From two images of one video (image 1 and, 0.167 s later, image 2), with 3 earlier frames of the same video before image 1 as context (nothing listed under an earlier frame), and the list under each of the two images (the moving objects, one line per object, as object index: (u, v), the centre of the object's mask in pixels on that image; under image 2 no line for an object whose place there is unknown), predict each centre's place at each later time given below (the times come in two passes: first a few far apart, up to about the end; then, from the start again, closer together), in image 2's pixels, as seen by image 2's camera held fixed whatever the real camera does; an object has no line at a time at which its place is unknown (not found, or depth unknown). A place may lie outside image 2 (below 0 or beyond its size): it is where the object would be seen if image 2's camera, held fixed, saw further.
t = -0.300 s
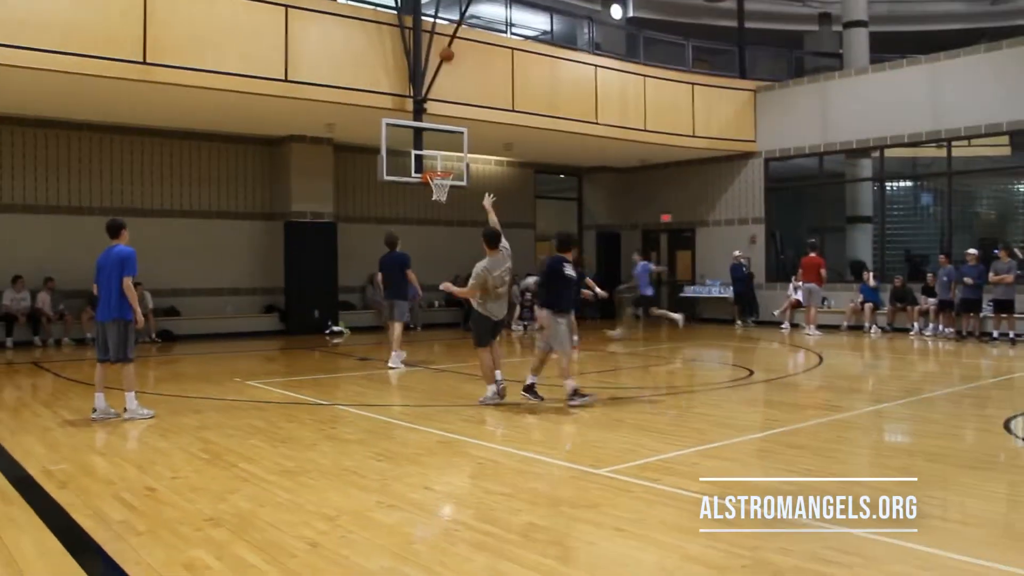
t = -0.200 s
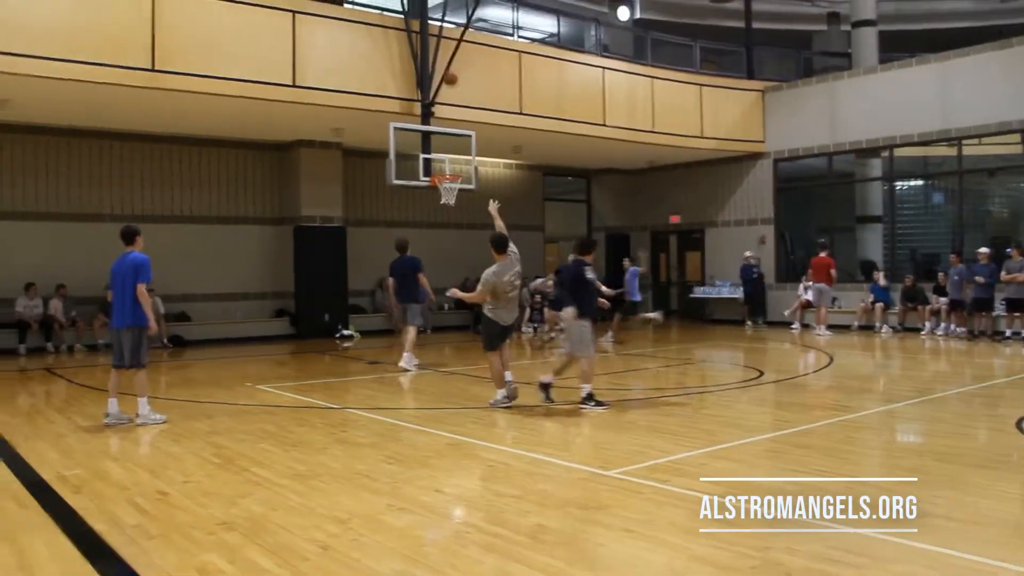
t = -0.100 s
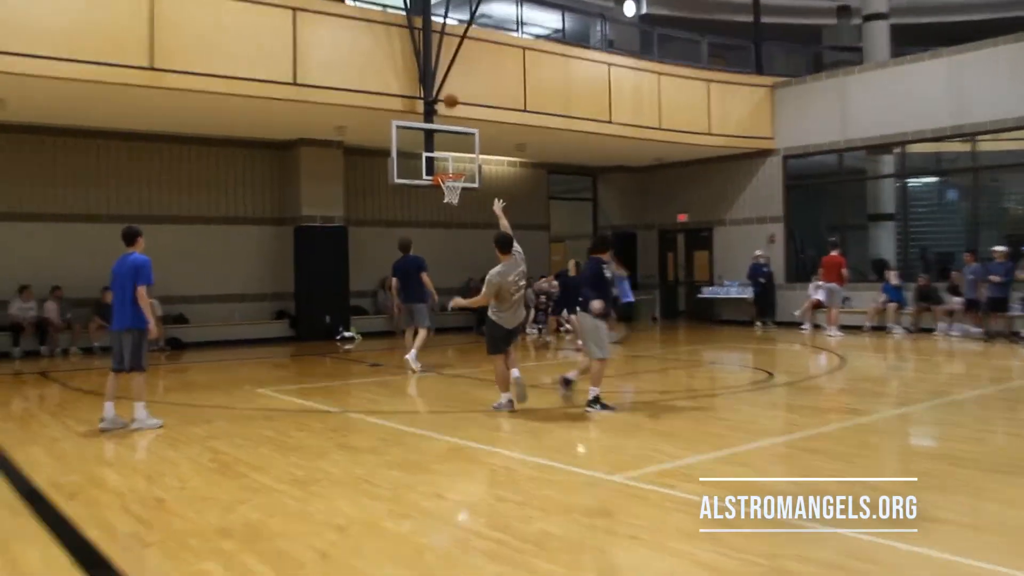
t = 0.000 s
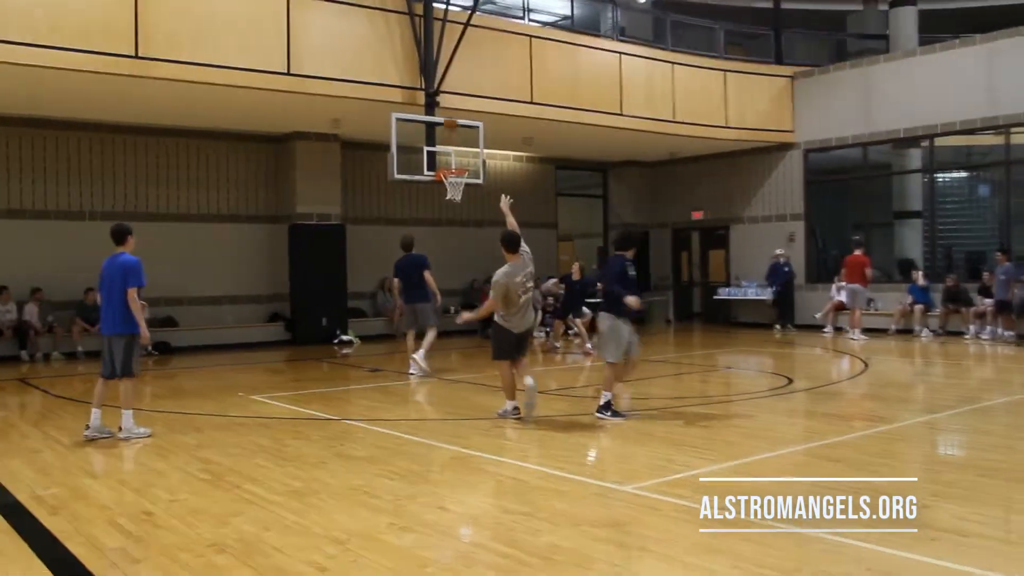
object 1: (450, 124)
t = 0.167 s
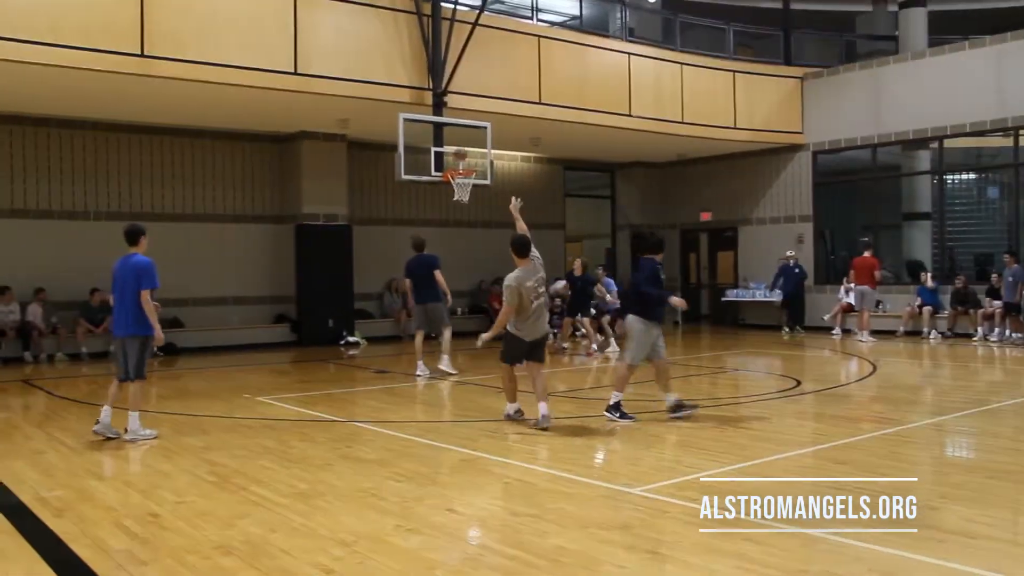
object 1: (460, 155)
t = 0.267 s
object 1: (474, 121)
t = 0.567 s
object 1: (516, 64)
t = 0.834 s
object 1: (557, 61)
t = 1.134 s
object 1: (608, 120)
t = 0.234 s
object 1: (470, 134)
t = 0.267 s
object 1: (474, 121)
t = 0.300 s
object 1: (478, 108)
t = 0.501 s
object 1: (505, 71)
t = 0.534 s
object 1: (510, 68)
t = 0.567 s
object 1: (516, 64)
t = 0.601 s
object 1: (521, 62)
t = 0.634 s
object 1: (526, 60)
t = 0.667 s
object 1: (532, 58)
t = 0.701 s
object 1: (536, 57)
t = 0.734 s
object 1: (541, 57)
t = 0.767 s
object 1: (546, 58)
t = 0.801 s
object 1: (552, 59)
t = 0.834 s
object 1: (557, 61)
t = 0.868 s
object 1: (563, 65)
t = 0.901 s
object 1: (568, 69)
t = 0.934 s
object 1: (574, 73)
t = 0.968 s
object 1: (580, 79)
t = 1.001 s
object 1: (586, 86)
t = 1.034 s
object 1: (591, 93)
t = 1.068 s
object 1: (597, 101)
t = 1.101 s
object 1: (603, 110)
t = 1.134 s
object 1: (608, 120)
